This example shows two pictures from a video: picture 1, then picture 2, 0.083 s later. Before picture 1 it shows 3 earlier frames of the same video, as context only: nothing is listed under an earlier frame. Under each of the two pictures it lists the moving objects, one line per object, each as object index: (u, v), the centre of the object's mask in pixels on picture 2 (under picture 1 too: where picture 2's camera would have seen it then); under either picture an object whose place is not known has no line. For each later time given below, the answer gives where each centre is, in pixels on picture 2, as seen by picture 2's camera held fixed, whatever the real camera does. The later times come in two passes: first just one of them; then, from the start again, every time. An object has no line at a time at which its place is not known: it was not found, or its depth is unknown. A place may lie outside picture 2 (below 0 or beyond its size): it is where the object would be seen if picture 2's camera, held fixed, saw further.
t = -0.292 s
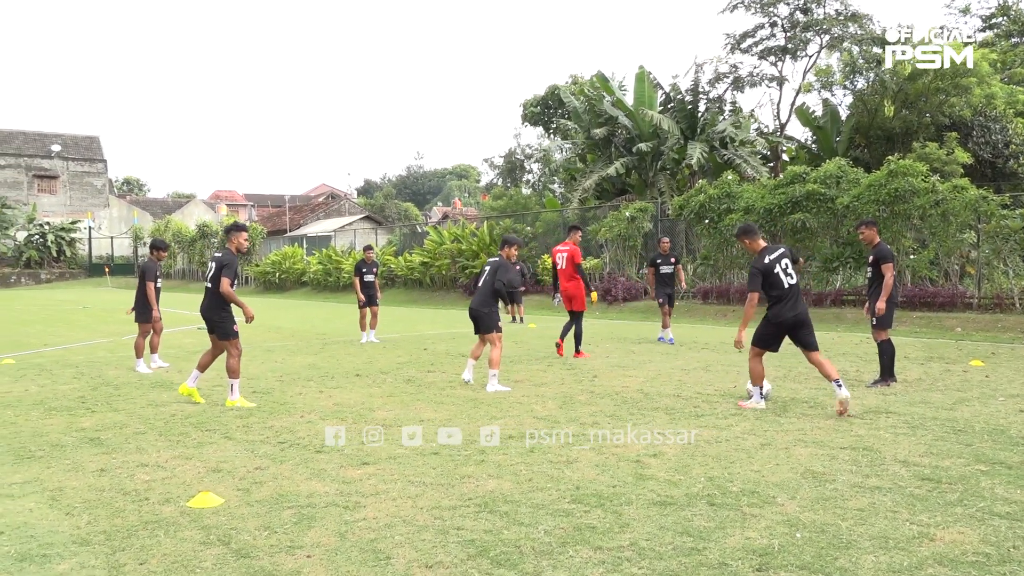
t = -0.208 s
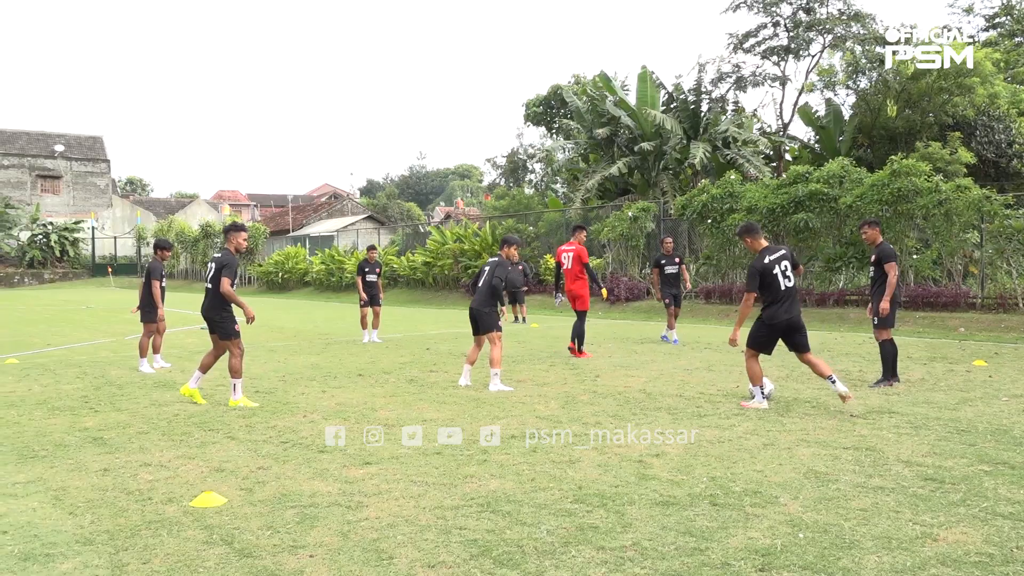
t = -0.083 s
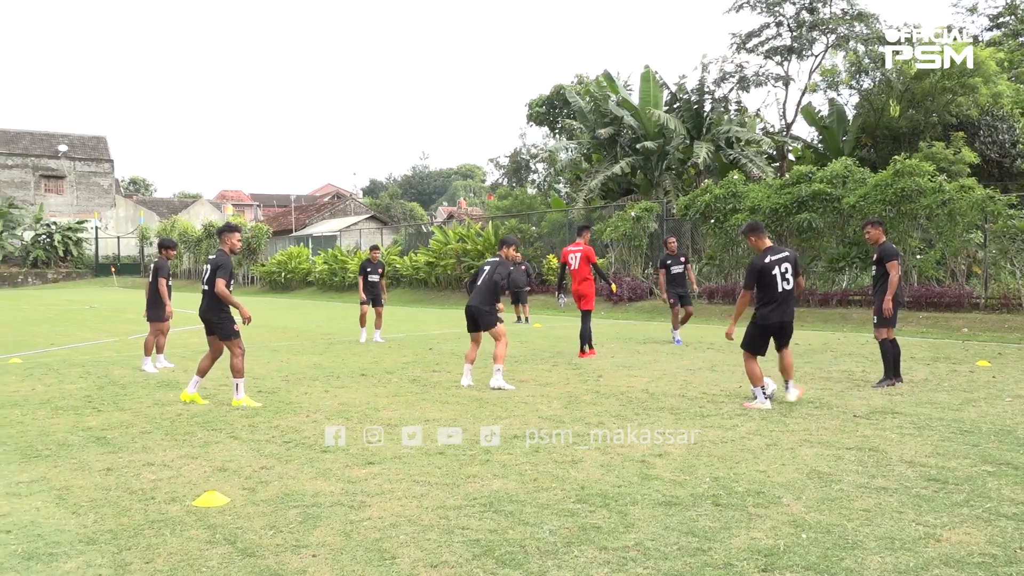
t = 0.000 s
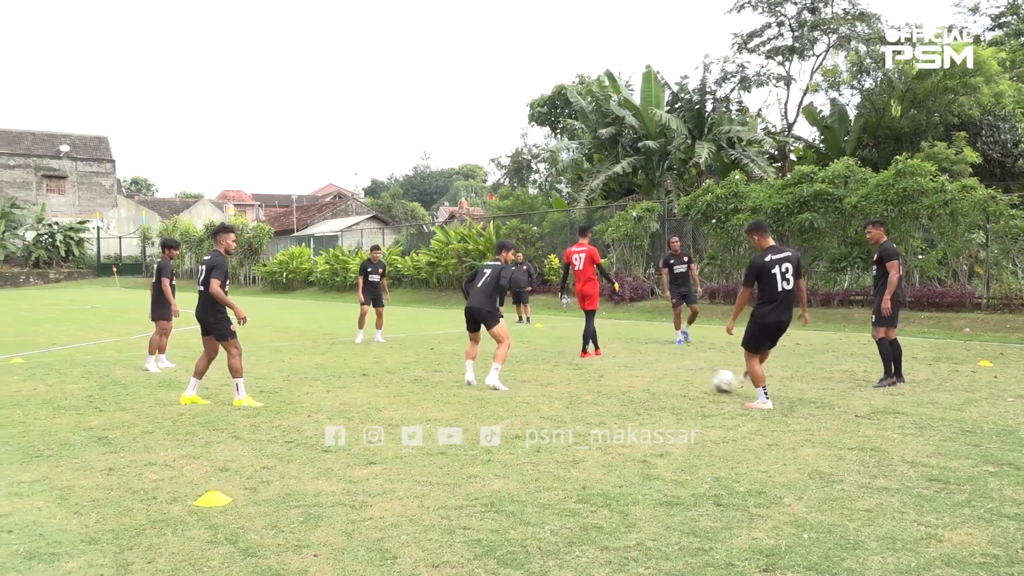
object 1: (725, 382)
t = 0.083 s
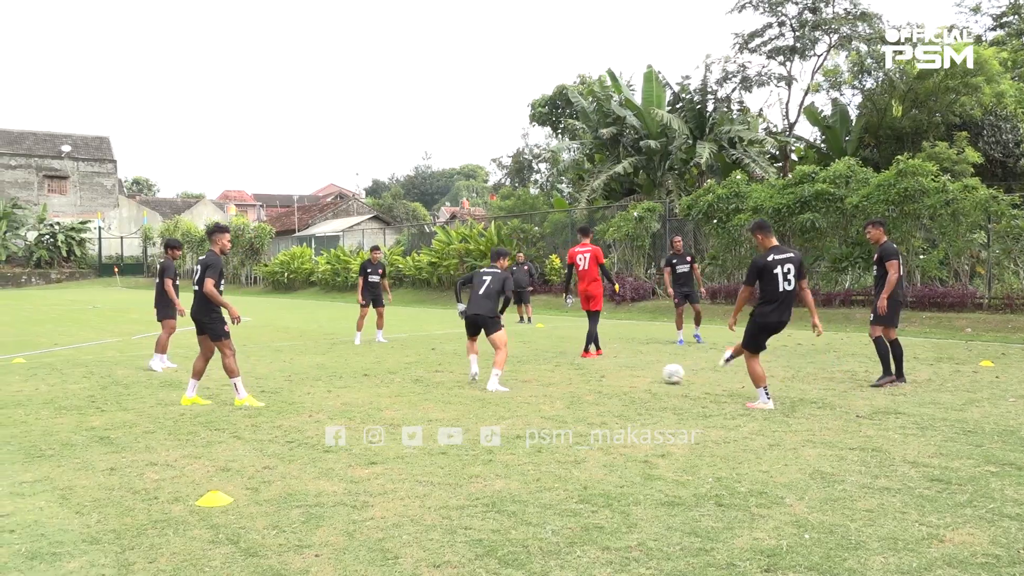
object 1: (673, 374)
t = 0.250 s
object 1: (587, 361)
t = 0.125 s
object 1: (640, 369)
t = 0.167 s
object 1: (620, 366)
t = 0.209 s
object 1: (602, 364)
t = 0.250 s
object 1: (587, 361)
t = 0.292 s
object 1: (571, 359)
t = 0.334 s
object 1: (558, 358)
